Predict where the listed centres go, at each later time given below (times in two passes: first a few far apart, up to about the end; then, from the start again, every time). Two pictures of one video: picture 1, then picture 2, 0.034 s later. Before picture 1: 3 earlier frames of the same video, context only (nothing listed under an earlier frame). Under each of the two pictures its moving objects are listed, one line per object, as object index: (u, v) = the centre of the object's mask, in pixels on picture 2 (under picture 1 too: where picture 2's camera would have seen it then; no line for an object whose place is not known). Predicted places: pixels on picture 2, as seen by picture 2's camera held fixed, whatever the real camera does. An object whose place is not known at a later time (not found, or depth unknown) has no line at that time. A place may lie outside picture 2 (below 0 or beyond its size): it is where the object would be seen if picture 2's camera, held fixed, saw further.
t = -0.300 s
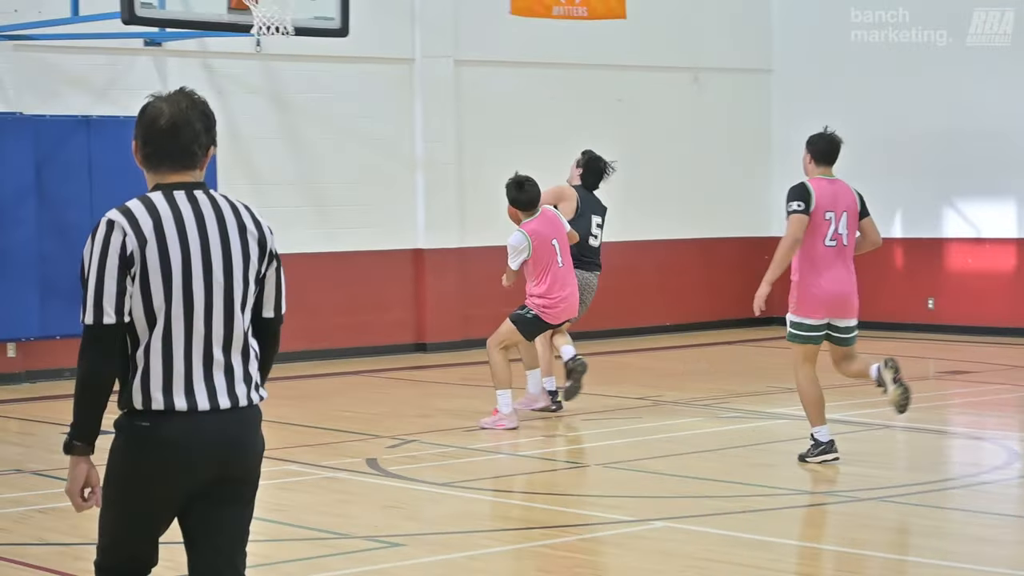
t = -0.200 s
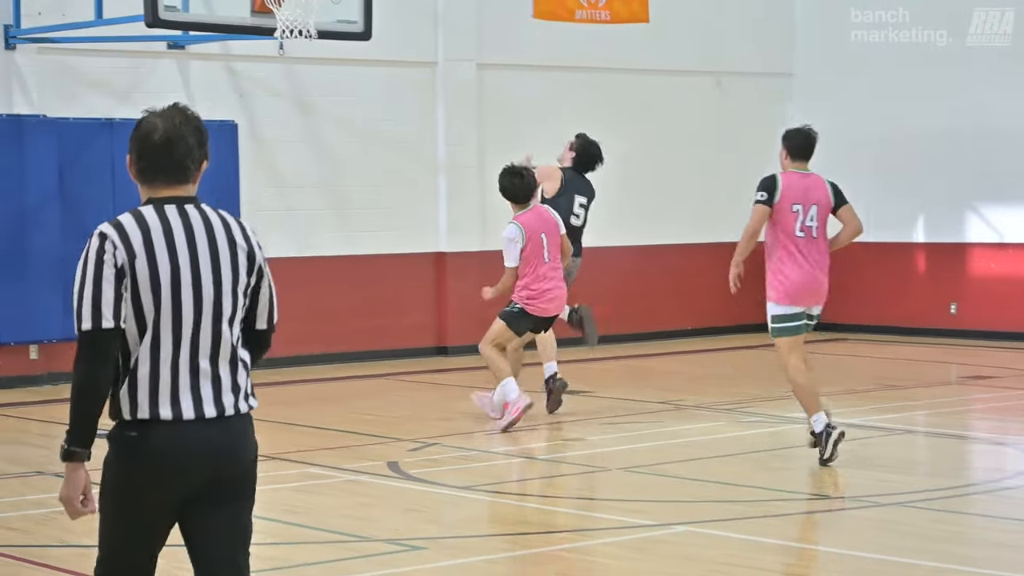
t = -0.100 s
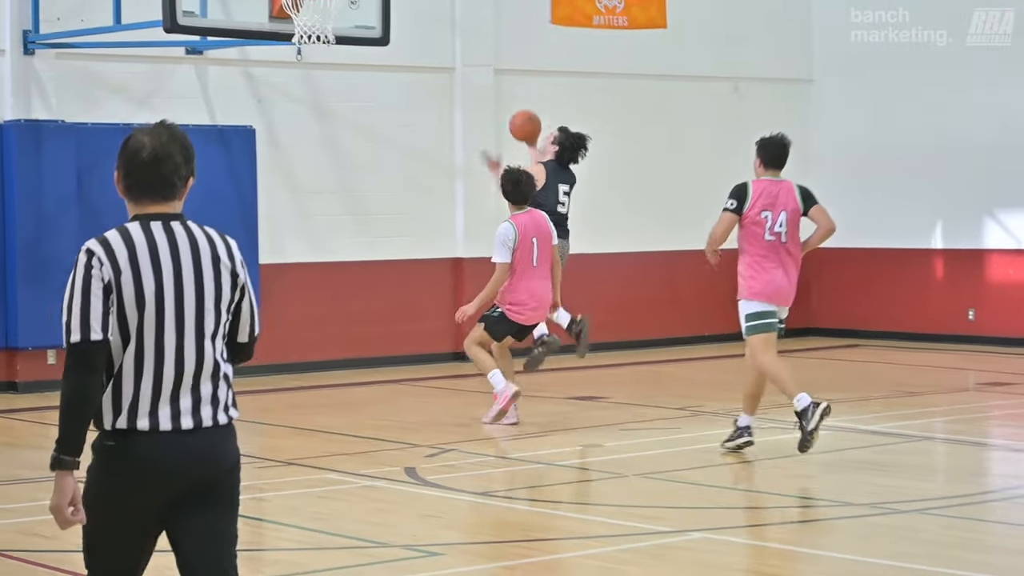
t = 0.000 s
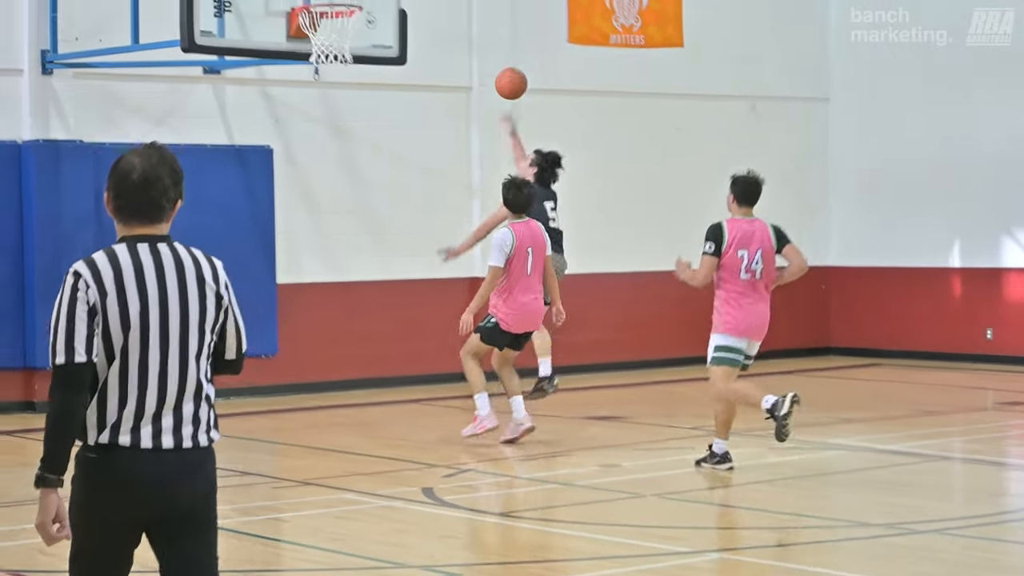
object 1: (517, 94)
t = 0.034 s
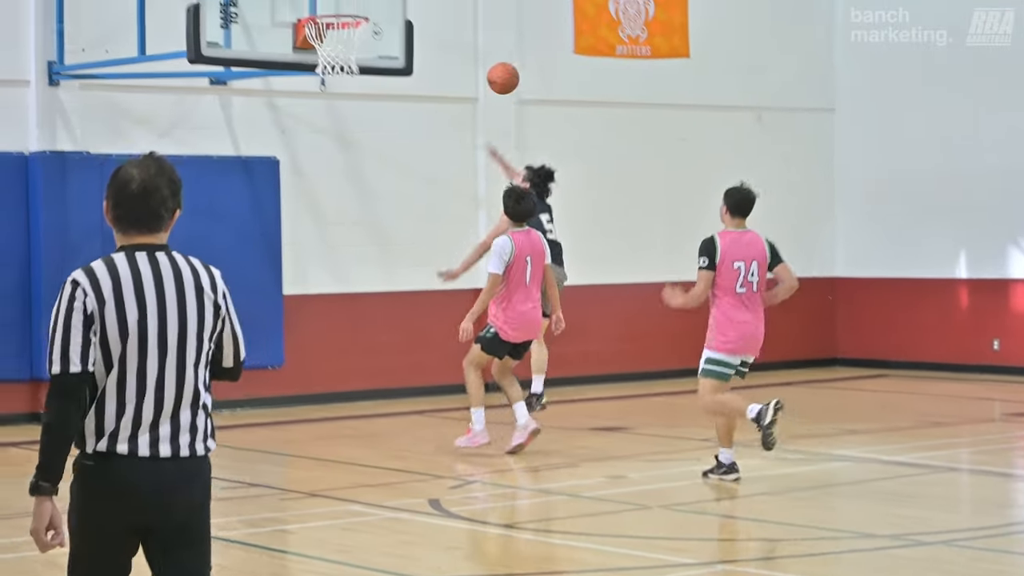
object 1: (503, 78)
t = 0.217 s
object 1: (426, 14)
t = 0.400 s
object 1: (351, -6)
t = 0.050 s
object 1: (496, 70)
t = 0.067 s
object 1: (489, 63)
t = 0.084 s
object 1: (482, 56)
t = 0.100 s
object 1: (475, 50)
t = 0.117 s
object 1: (468, 44)
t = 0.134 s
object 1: (461, 38)
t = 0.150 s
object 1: (454, 32)
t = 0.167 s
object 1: (447, 27)
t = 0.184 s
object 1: (440, 22)
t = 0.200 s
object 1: (433, 18)
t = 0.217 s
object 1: (426, 14)
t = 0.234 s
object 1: (419, 10)
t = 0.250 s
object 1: (412, 7)
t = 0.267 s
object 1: (405, 4)
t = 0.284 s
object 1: (398, 1)
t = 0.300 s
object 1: (391, -1)
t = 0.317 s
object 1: (384, -3)
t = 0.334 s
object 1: (377, -4)
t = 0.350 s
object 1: (370, -5)
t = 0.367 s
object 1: (363, -5)
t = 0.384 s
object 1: (357, -6)
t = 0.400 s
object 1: (351, -6)
